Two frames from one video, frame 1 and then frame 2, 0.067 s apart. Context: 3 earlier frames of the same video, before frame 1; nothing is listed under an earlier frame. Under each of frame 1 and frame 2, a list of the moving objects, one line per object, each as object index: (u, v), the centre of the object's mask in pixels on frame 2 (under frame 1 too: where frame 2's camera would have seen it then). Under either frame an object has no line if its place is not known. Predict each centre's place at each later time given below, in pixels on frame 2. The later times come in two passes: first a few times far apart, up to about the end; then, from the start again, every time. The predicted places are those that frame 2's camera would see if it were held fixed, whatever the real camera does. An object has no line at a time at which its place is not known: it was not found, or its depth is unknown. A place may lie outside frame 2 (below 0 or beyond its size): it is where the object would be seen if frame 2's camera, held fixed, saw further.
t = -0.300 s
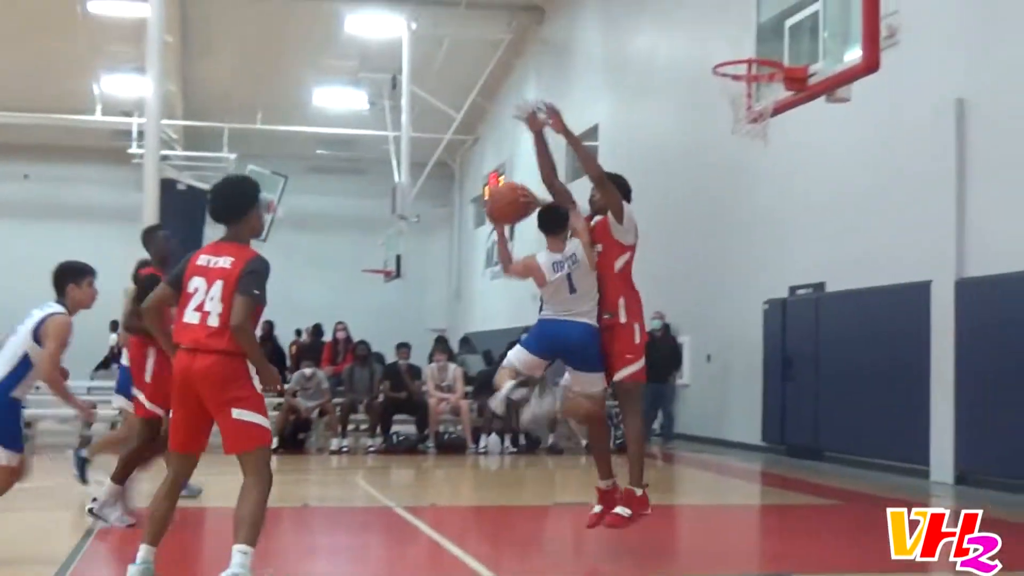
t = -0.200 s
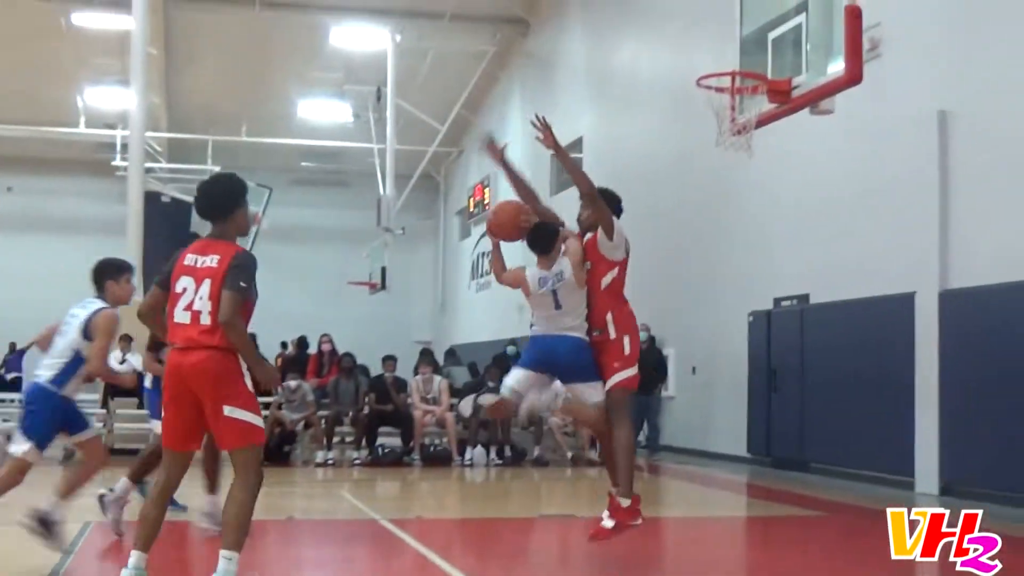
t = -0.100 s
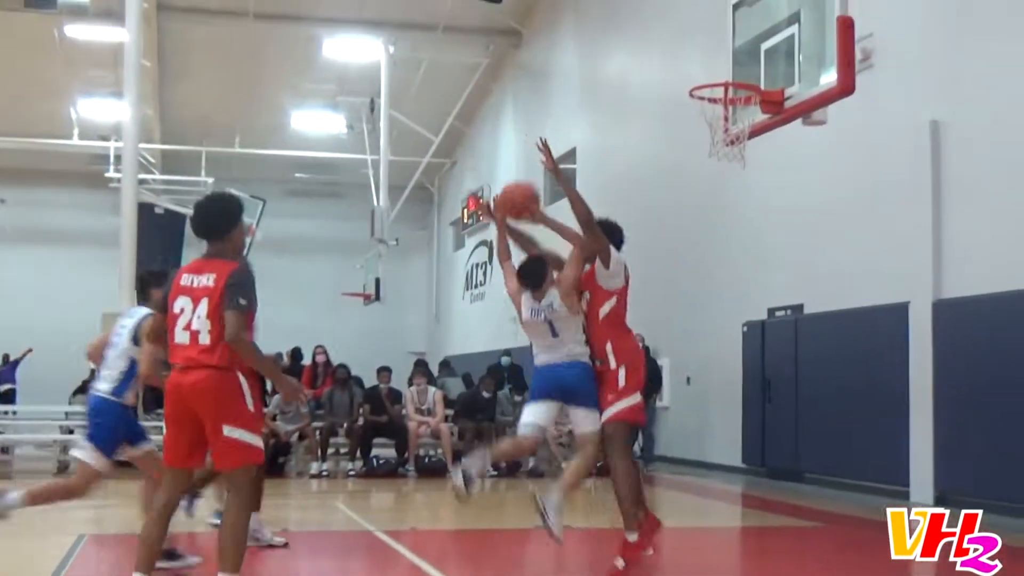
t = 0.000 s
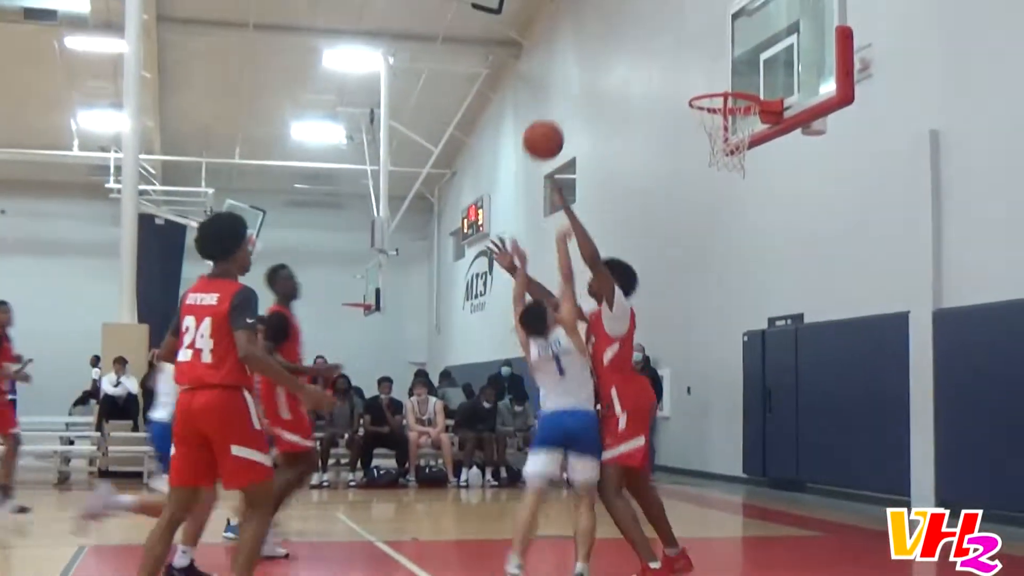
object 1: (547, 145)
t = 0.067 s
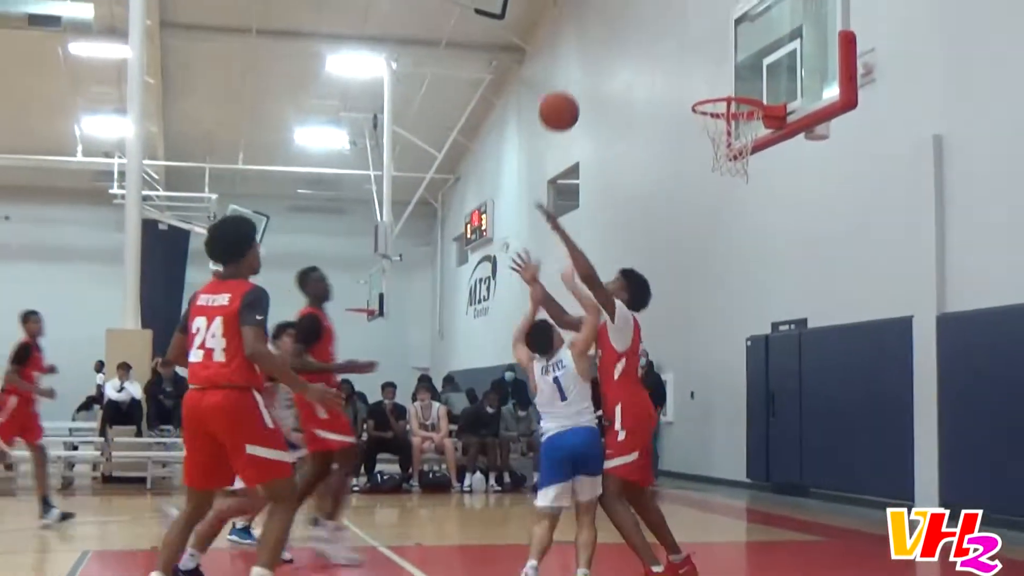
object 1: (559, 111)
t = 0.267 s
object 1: (594, 58)
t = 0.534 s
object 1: (635, 82)
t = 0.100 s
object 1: (565, 97)
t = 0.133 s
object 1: (571, 85)
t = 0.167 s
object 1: (577, 76)
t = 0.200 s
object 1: (583, 68)
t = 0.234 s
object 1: (589, 62)
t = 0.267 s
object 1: (594, 58)
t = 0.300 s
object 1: (600, 55)
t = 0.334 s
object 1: (605, 54)
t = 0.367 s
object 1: (610, 54)
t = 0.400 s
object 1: (615, 57)
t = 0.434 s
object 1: (620, 61)
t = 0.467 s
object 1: (626, 66)
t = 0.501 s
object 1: (631, 74)
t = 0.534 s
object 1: (635, 82)
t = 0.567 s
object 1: (640, 93)
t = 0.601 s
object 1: (645, 105)
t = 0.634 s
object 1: (650, 118)
